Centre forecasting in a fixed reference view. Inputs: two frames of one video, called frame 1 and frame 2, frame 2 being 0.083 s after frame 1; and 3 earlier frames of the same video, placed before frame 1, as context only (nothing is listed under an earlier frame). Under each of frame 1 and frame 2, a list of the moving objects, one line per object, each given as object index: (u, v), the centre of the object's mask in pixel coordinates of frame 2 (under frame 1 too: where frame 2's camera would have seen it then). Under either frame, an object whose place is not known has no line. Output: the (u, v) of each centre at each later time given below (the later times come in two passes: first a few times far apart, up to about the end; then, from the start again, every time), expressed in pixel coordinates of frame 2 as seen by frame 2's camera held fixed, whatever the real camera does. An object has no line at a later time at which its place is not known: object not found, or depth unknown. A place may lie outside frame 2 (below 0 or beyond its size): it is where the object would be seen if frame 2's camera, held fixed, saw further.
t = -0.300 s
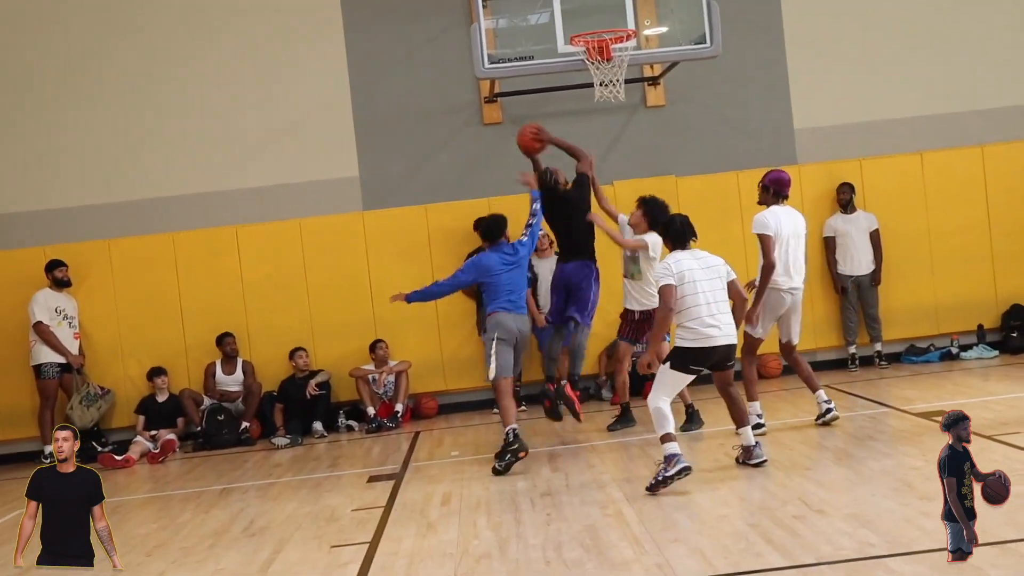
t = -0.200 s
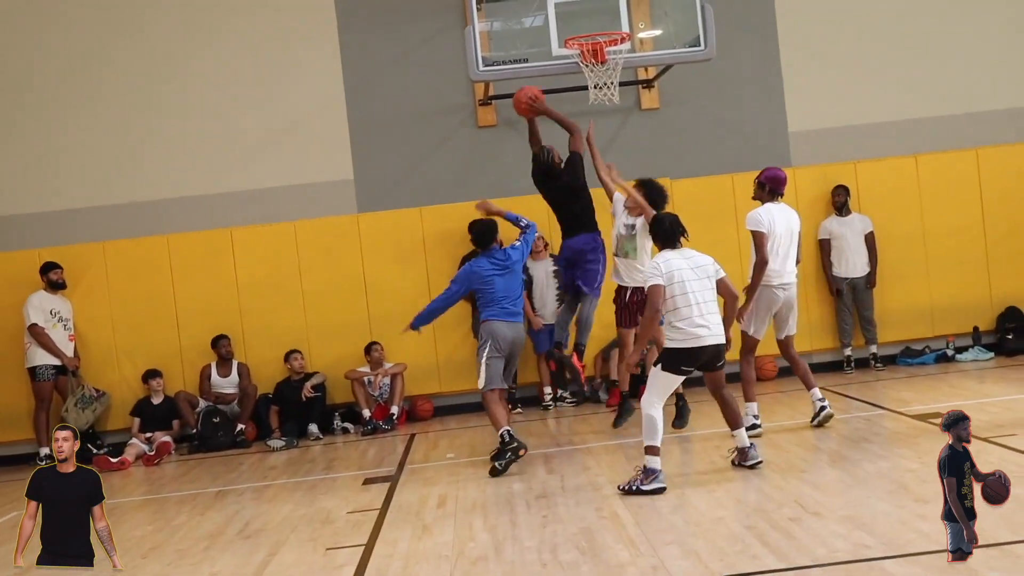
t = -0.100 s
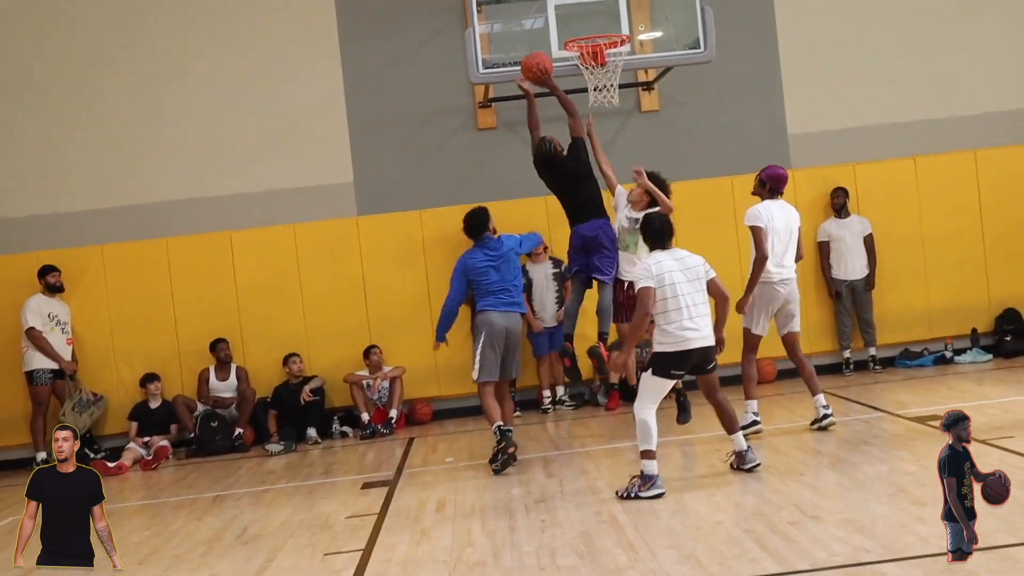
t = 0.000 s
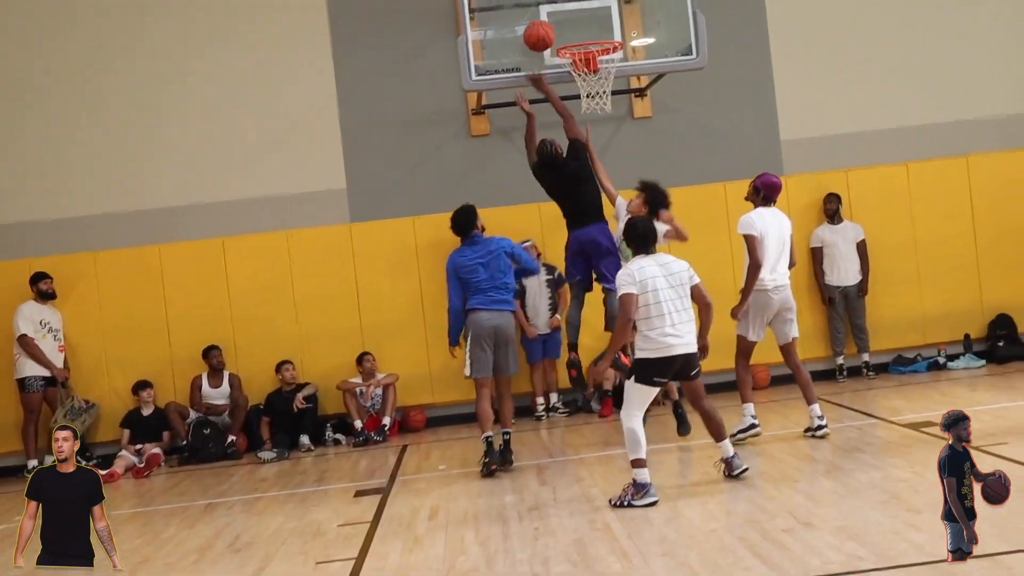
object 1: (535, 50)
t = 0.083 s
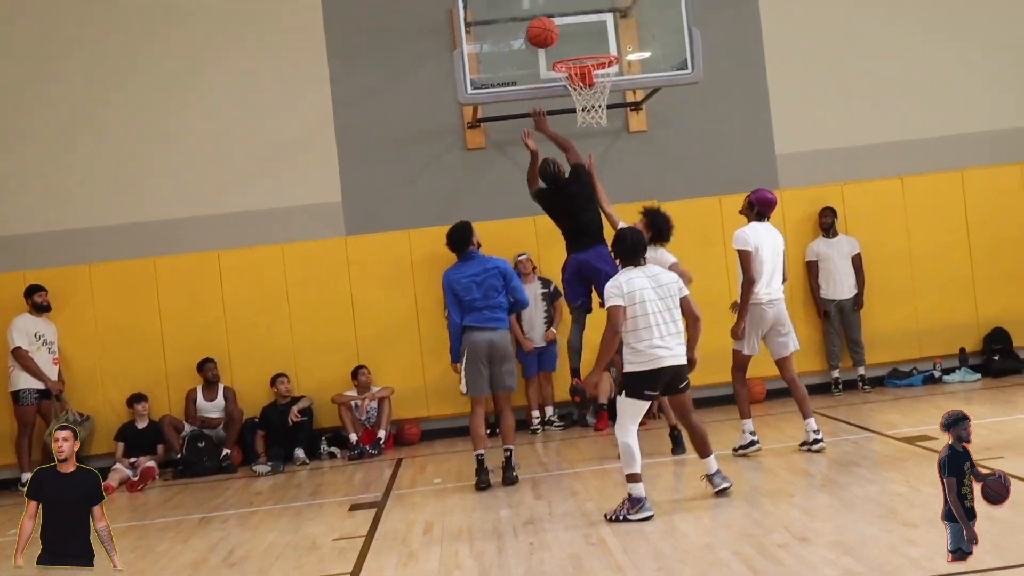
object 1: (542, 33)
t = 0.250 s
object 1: (562, 35)
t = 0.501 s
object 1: (607, 72)
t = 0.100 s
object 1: (544, 31)
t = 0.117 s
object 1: (546, 29)
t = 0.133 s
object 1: (548, 28)
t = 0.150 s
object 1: (550, 29)
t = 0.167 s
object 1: (552, 29)
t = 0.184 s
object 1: (554, 29)
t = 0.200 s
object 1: (555, 30)
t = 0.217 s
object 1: (557, 30)
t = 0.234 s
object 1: (559, 32)
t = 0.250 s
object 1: (562, 35)
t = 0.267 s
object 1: (564, 37)
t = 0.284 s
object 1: (566, 41)
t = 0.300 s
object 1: (569, 43)
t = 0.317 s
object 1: (571, 45)
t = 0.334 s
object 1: (573, 47)
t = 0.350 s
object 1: (576, 48)
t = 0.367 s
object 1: (579, 48)
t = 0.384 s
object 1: (582, 49)
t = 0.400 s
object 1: (585, 49)
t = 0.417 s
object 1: (588, 50)
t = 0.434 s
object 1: (595, 55)
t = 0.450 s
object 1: (598, 62)
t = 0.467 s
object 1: (602, 65)
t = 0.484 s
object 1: (604, 70)
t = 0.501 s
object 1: (607, 72)
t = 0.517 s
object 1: (607, 76)
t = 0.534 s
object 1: (608, 79)
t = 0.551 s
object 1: (607, 83)
